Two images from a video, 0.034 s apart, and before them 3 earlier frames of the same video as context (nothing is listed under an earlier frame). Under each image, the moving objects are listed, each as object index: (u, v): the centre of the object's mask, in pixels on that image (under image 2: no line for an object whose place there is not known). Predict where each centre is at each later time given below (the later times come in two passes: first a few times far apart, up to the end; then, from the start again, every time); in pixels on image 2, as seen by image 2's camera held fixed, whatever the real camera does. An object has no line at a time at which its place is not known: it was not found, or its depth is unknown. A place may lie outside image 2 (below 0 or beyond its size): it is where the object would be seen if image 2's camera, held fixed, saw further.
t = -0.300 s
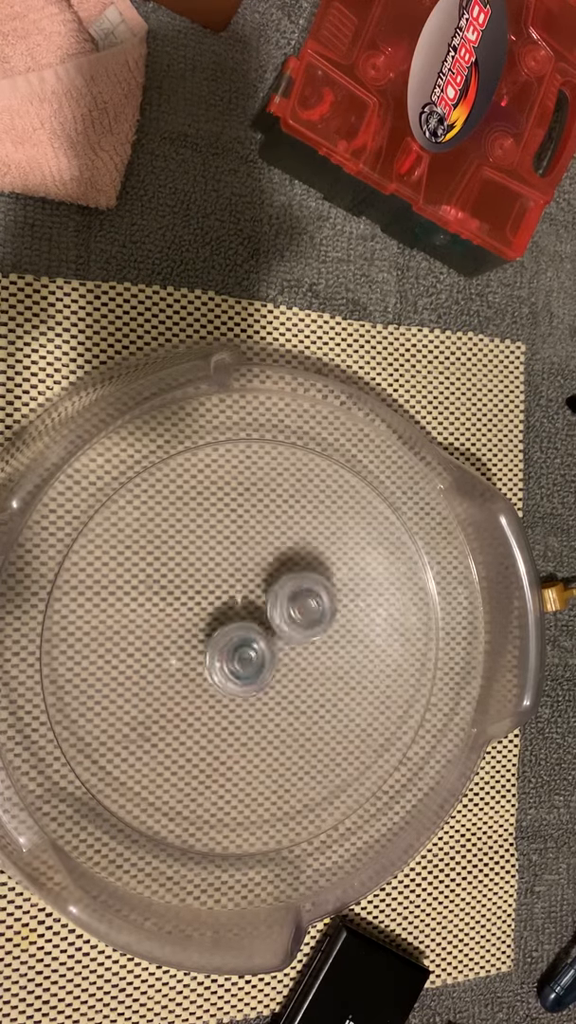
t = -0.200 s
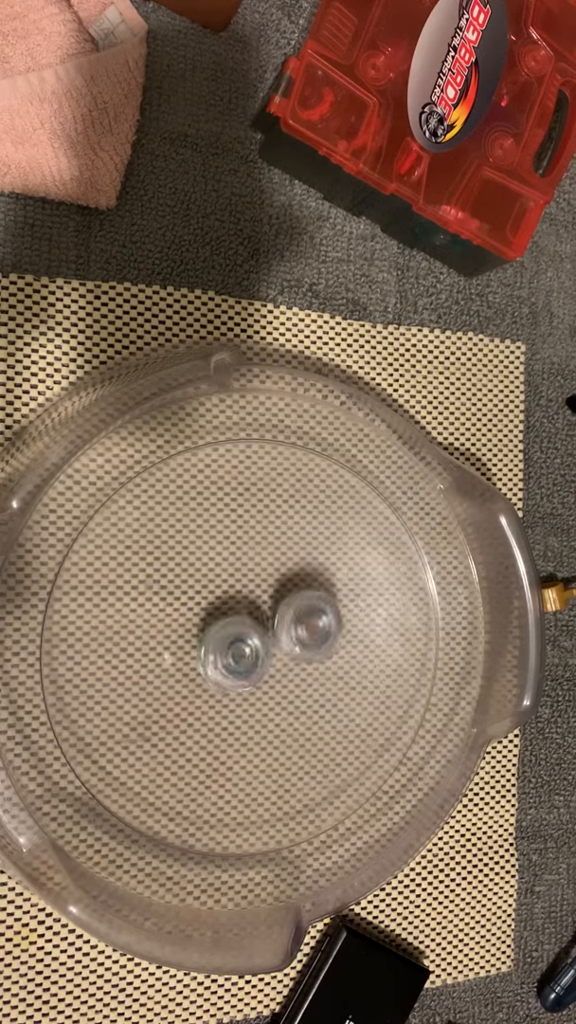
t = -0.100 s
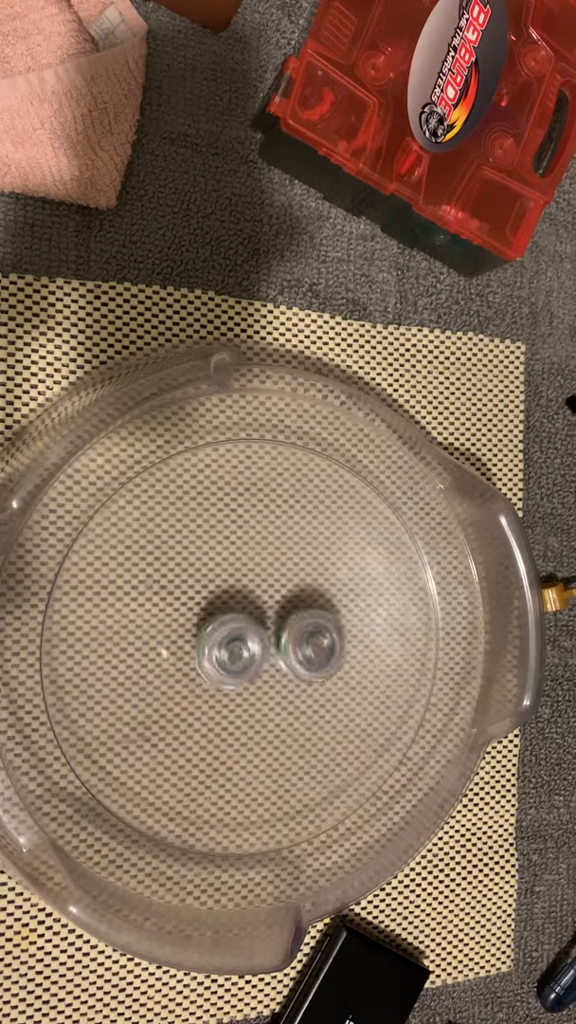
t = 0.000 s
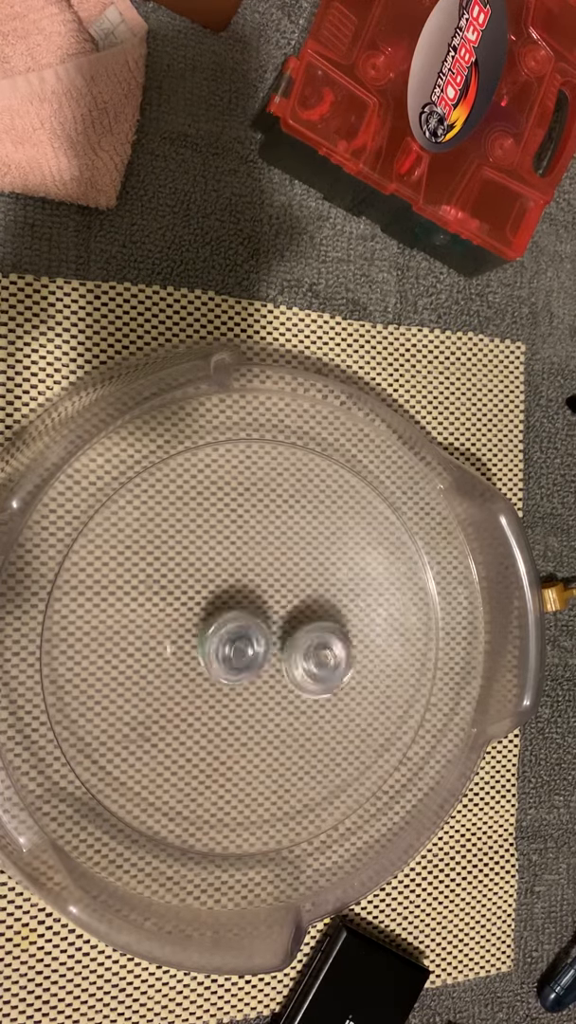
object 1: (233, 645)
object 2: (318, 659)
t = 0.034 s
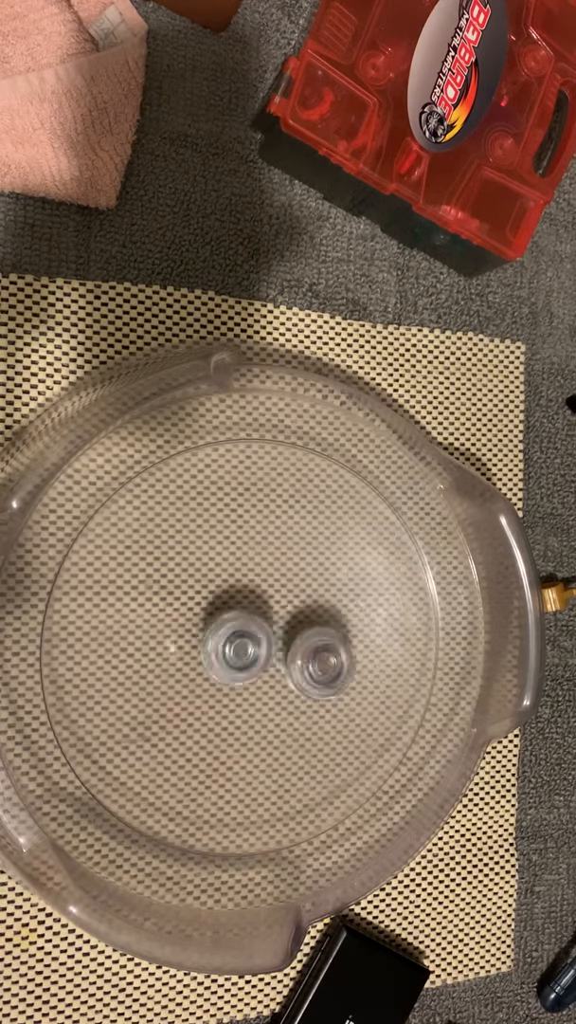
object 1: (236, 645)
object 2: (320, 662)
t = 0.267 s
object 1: (249, 633)
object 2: (328, 678)
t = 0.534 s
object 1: (249, 625)
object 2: (313, 677)
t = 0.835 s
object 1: (232, 631)
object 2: (286, 714)
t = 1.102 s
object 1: (248, 627)
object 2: (272, 704)
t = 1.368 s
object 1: (260, 608)
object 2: (264, 685)
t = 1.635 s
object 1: (264, 606)
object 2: (240, 679)
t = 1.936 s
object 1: (272, 603)
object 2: (233, 668)
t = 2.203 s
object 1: (289, 595)
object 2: (225, 685)
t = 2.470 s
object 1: (274, 595)
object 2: (226, 670)
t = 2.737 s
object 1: (282, 603)
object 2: (230, 673)
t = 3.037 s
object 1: (288, 604)
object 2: (231, 675)
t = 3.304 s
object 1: (278, 598)
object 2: (228, 671)
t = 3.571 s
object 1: (291, 607)
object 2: (231, 676)
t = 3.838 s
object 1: (279, 601)
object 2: (228, 671)
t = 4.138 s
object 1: (286, 607)
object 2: (228, 671)
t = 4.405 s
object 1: (279, 603)
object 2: (229, 671)
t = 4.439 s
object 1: (279, 603)
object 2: (228, 671)
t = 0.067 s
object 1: (241, 644)
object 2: (320, 666)
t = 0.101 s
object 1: (247, 644)
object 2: (319, 671)
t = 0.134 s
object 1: (250, 643)
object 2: (317, 673)
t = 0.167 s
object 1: (249, 640)
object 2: (322, 677)
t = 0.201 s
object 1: (248, 637)
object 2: (326, 678)
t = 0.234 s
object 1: (248, 635)
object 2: (329, 678)
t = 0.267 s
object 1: (249, 633)
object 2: (328, 678)
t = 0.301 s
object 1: (250, 631)
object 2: (326, 678)
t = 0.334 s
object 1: (251, 630)
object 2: (324, 678)
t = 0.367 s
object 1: (253, 629)
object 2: (322, 679)
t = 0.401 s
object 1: (255, 628)
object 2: (319, 679)
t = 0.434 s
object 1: (256, 629)
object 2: (316, 678)
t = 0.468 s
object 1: (255, 627)
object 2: (316, 678)
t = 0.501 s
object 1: (252, 626)
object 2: (315, 677)
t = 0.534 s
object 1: (249, 625)
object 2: (313, 677)
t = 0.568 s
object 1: (248, 625)
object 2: (308, 678)
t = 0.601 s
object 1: (246, 627)
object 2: (303, 680)
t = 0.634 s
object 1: (245, 628)
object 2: (298, 684)
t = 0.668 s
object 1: (240, 627)
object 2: (296, 693)
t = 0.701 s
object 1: (237, 626)
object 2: (293, 700)
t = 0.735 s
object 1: (235, 627)
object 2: (291, 704)
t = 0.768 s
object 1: (233, 628)
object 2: (289, 708)
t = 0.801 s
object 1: (232, 629)
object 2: (288, 711)
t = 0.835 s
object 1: (232, 631)
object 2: (286, 714)
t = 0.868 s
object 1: (233, 634)
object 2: (283, 715)
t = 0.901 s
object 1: (235, 636)
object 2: (281, 716)
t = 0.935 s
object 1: (238, 639)
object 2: (277, 714)
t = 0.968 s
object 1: (240, 640)
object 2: (276, 712)
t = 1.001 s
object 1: (242, 636)
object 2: (275, 714)
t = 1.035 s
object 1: (244, 633)
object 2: (274, 713)
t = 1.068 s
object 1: (246, 630)
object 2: (273, 709)
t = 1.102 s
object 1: (248, 627)
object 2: (272, 704)
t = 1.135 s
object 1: (249, 620)
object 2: (272, 705)
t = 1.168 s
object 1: (248, 614)
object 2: (272, 706)
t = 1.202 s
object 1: (249, 610)
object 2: (273, 704)
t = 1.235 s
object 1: (252, 607)
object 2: (273, 700)
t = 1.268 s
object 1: (256, 607)
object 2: (271, 697)
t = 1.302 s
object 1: (258, 608)
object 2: (268, 694)
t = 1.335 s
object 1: (259, 609)
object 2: (266, 689)
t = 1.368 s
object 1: (260, 608)
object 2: (264, 685)
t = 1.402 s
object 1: (260, 608)
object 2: (262, 685)
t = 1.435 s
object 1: (260, 608)
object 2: (260, 683)
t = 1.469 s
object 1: (260, 607)
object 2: (258, 682)
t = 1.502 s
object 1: (261, 607)
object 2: (255, 681)
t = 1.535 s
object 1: (261, 606)
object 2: (251, 680)
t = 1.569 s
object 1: (262, 605)
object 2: (247, 680)
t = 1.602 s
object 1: (262, 606)
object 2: (243, 680)
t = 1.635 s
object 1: (264, 606)
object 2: (240, 679)
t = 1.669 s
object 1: (266, 605)
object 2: (234, 674)
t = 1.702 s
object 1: (268, 605)
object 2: (230, 674)
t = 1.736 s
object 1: (269, 605)
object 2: (228, 672)
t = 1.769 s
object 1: (270, 605)
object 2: (227, 671)
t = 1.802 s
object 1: (271, 604)
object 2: (227, 671)
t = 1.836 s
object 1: (271, 604)
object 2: (229, 670)
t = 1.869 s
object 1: (271, 604)
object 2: (230, 670)
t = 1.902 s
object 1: (271, 604)
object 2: (231, 669)
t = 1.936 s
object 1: (272, 603)
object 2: (233, 668)
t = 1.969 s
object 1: (272, 602)
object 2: (233, 669)
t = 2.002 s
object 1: (275, 602)
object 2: (232, 669)
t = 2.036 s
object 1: (275, 602)
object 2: (233, 668)
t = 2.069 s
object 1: (275, 602)
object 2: (233, 668)
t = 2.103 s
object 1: (280, 598)
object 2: (229, 675)
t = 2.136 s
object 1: (284, 596)
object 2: (226, 681)
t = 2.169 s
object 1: (288, 595)
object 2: (225, 683)
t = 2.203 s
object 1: (289, 595)
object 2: (225, 685)
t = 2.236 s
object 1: (289, 595)
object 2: (225, 685)
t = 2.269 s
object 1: (289, 594)
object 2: (225, 685)
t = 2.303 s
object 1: (288, 596)
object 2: (226, 683)
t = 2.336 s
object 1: (286, 596)
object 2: (225, 680)
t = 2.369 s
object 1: (284, 596)
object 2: (226, 677)
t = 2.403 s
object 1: (279, 597)
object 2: (226, 674)
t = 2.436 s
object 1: (277, 596)
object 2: (226, 672)
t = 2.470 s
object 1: (274, 595)
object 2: (226, 670)
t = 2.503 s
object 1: (273, 593)
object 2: (225, 669)
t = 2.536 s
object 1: (273, 593)
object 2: (224, 668)
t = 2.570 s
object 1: (272, 593)
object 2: (224, 668)
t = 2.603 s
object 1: (272, 594)
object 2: (224, 668)
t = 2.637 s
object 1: (273, 596)
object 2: (226, 669)
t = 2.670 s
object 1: (275, 598)
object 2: (227, 670)
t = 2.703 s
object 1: (278, 601)
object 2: (229, 672)
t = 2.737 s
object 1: (282, 603)
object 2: (230, 673)
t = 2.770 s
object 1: (286, 603)
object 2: (231, 675)
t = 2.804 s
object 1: (290, 601)
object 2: (231, 677)
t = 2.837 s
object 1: (293, 603)
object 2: (231, 678)
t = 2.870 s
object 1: (294, 603)
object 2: (231, 679)
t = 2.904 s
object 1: (294, 603)
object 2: (231, 679)
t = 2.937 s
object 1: (294, 603)
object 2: (231, 679)
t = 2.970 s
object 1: (292, 604)
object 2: (232, 678)
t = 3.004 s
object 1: (291, 603)
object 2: (231, 676)
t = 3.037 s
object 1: (288, 604)
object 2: (231, 675)
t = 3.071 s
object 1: (285, 603)
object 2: (230, 674)
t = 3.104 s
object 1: (281, 602)
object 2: (229, 672)
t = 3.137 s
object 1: (279, 600)
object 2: (228, 671)
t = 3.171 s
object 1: (278, 597)
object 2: (228, 670)
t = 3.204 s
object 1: (278, 597)
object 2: (227, 670)
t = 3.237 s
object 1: (278, 597)
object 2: (227, 670)
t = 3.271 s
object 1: (278, 597)
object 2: (228, 670)
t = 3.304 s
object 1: (278, 598)
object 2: (228, 671)
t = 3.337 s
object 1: (279, 601)
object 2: (229, 672)
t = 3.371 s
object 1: (281, 603)
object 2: (230, 673)
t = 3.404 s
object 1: (284, 606)
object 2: (230, 674)
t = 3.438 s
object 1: (286, 607)
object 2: (231, 674)
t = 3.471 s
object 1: (288, 607)
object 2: (231, 675)
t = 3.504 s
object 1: (290, 607)
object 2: (231, 676)
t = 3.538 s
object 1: (291, 607)
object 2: (231, 676)
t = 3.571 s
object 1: (291, 607)
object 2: (231, 676)
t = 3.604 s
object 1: (289, 607)
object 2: (231, 675)
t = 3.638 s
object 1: (287, 606)
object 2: (231, 675)
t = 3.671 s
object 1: (285, 606)
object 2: (230, 674)
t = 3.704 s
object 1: (284, 605)
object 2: (230, 673)
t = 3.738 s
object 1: (281, 604)
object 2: (229, 673)
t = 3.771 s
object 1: (280, 603)
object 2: (229, 672)
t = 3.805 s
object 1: (279, 602)
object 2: (229, 671)
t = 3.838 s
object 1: (279, 601)
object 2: (228, 671)
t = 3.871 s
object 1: (278, 600)
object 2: (228, 671)
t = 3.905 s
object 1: (279, 601)
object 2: (228, 671)
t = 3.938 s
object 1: (279, 602)
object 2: (228, 671)
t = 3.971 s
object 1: (280, 603)
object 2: (228, 671)
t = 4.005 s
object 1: (281, 605)
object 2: (228, 671)
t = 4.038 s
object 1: (283, 606)
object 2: (228, 671)
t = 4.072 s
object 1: (285, 607)
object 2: (228, 671)
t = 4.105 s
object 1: (286, 607)
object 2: (228, 671)
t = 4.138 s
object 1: (286, 607)
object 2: (228, 671)
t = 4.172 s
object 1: (286, 607)
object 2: (228, 671)
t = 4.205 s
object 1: (286, 607)
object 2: (228, 671)
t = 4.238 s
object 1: (285, 607)
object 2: (228, 671)
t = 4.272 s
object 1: (284, 606)
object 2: (228, 671)
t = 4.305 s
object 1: (282, 606)
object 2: (228, 671)
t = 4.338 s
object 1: (281, 604)
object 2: (228, 671)
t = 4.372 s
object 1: (280, 604)
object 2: (228, 671)
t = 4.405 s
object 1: (279, 603)
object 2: (229, 671)
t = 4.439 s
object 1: (279, 603)
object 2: (228, 671)
